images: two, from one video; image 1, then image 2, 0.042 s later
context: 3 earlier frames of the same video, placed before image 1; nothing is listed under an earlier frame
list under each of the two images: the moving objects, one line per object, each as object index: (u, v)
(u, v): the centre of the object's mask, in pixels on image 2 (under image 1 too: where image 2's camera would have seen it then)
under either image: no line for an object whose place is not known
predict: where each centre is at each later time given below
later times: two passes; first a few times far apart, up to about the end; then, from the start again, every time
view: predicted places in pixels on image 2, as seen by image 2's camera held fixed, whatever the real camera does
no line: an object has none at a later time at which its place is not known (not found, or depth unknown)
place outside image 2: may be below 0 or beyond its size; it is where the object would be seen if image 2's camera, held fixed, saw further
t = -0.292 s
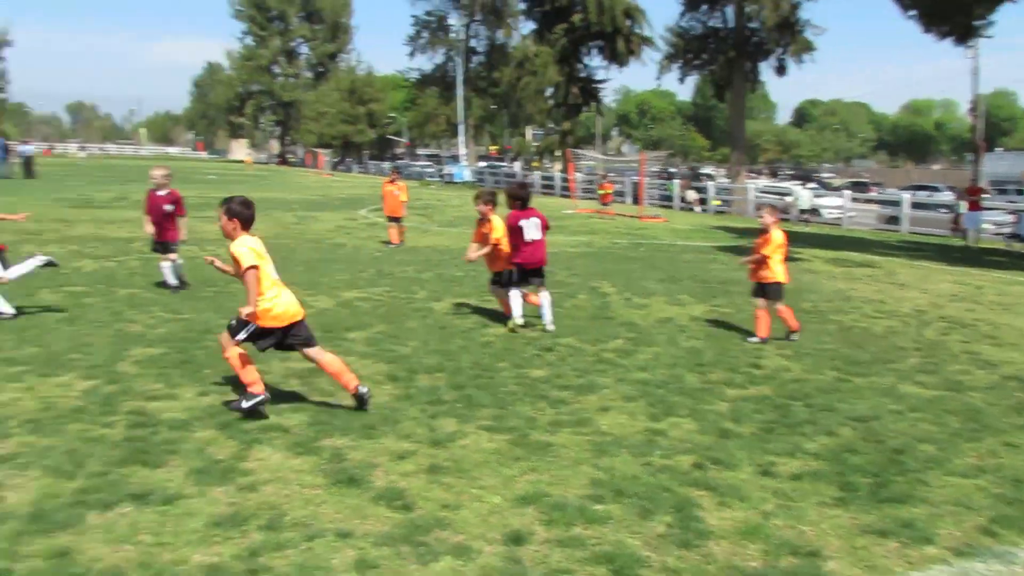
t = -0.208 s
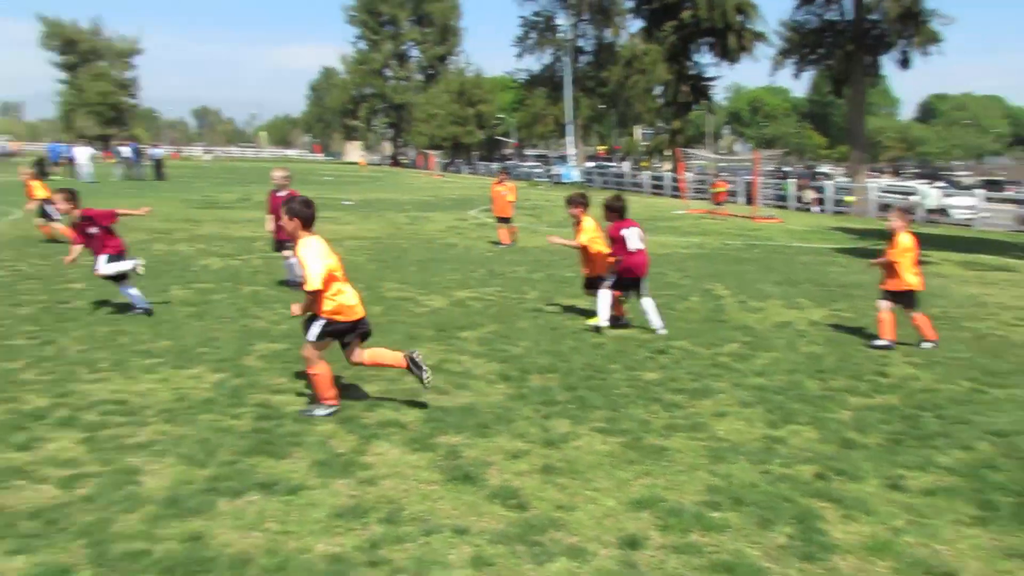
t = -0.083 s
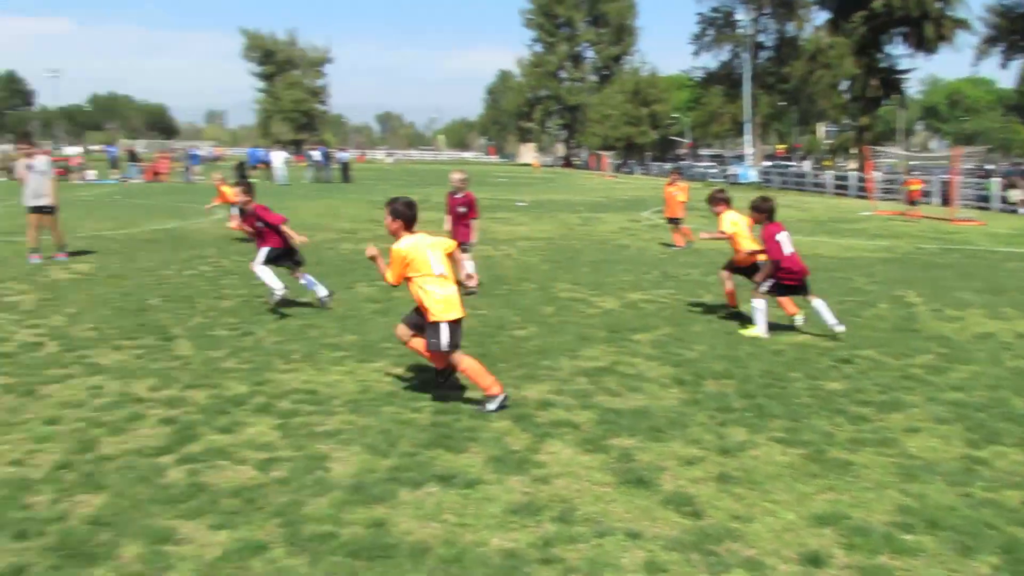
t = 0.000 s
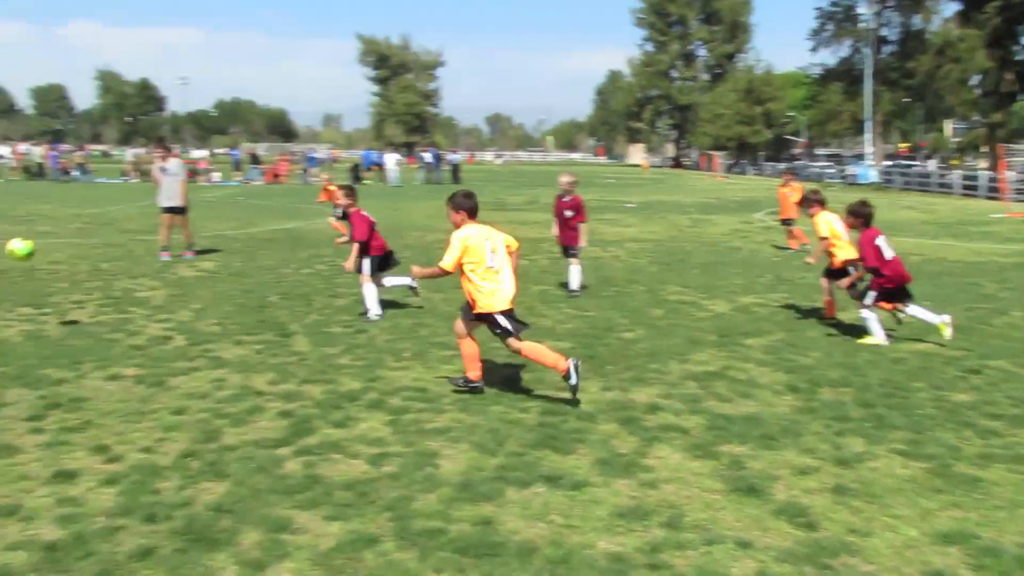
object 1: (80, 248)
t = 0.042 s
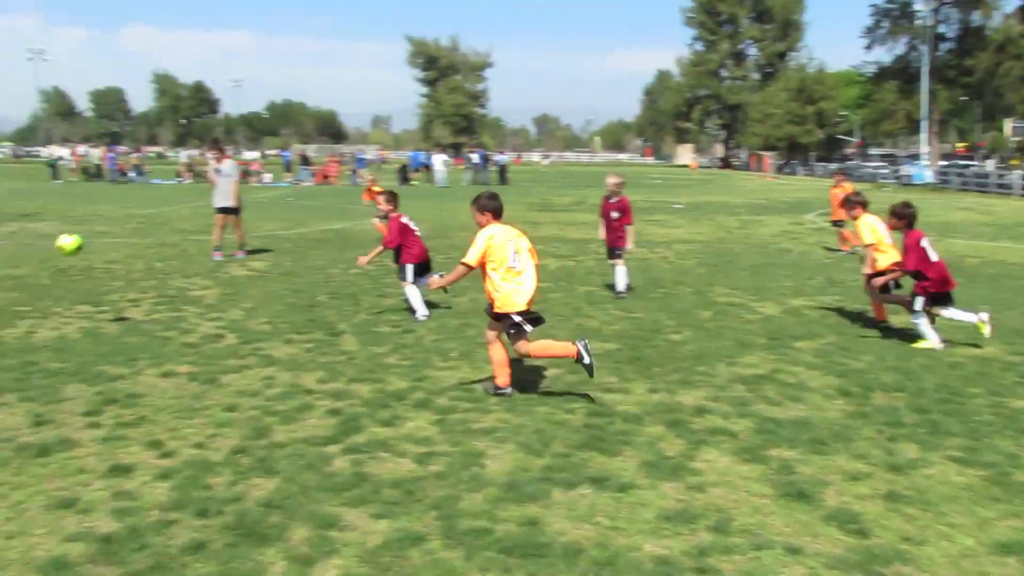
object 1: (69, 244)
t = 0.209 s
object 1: (35, 247)
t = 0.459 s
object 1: (-10, 313)
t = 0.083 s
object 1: (60, 241)
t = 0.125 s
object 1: (52, 241)
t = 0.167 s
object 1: (43, 243)
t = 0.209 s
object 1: (35, 247)
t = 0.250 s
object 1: (27, 254)
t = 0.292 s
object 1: (20, 262)
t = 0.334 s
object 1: (12, 272)
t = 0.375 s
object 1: (5, 284)
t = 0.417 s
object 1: (-3, 298)
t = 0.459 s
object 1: (-10, 313)
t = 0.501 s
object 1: (-21, 306)
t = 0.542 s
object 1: (-32, 299)
